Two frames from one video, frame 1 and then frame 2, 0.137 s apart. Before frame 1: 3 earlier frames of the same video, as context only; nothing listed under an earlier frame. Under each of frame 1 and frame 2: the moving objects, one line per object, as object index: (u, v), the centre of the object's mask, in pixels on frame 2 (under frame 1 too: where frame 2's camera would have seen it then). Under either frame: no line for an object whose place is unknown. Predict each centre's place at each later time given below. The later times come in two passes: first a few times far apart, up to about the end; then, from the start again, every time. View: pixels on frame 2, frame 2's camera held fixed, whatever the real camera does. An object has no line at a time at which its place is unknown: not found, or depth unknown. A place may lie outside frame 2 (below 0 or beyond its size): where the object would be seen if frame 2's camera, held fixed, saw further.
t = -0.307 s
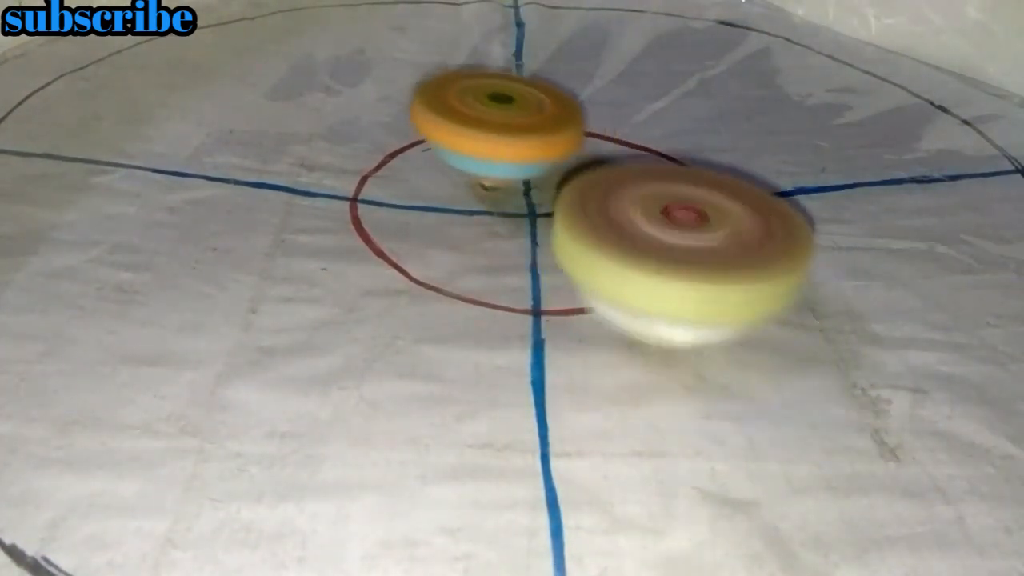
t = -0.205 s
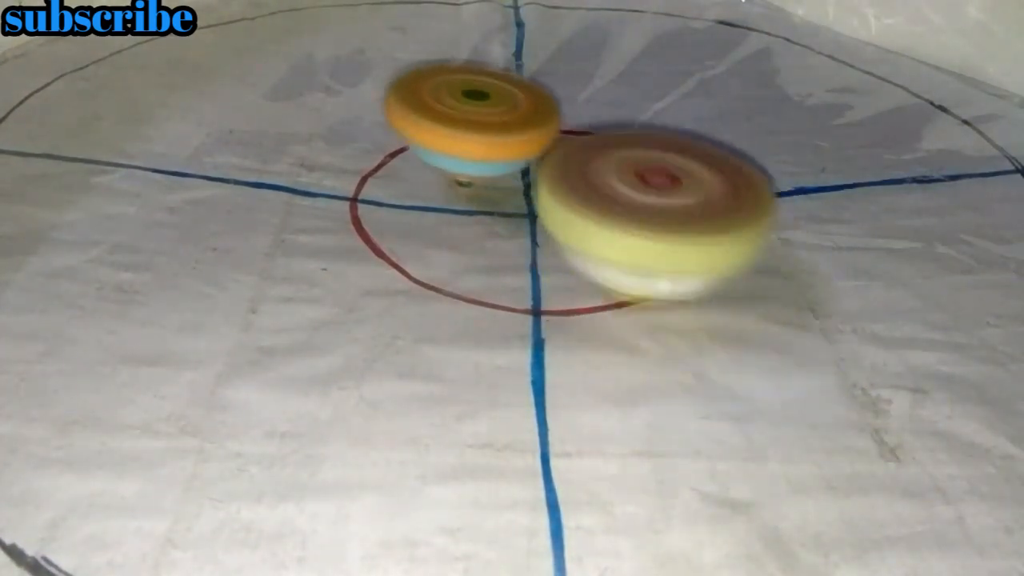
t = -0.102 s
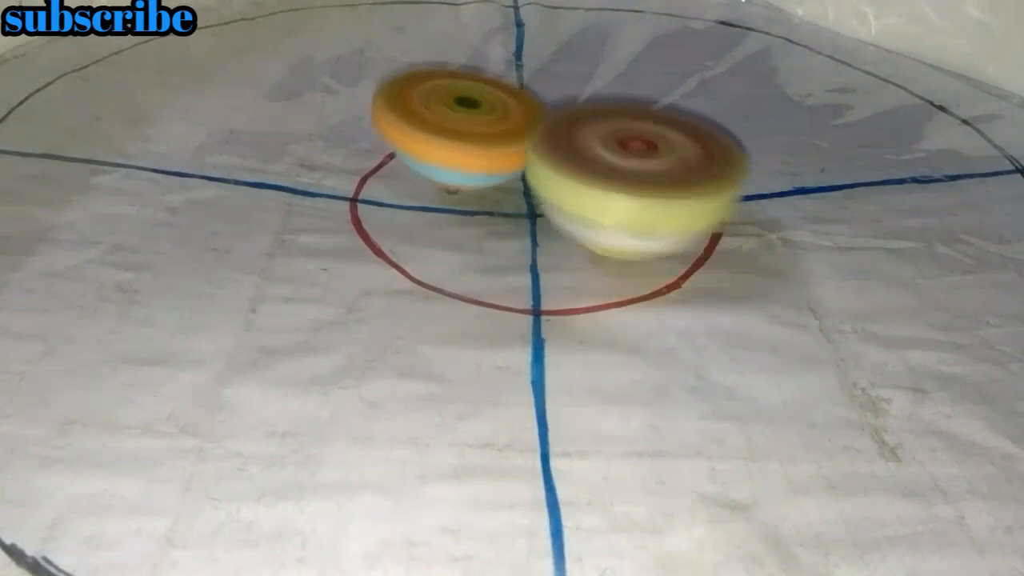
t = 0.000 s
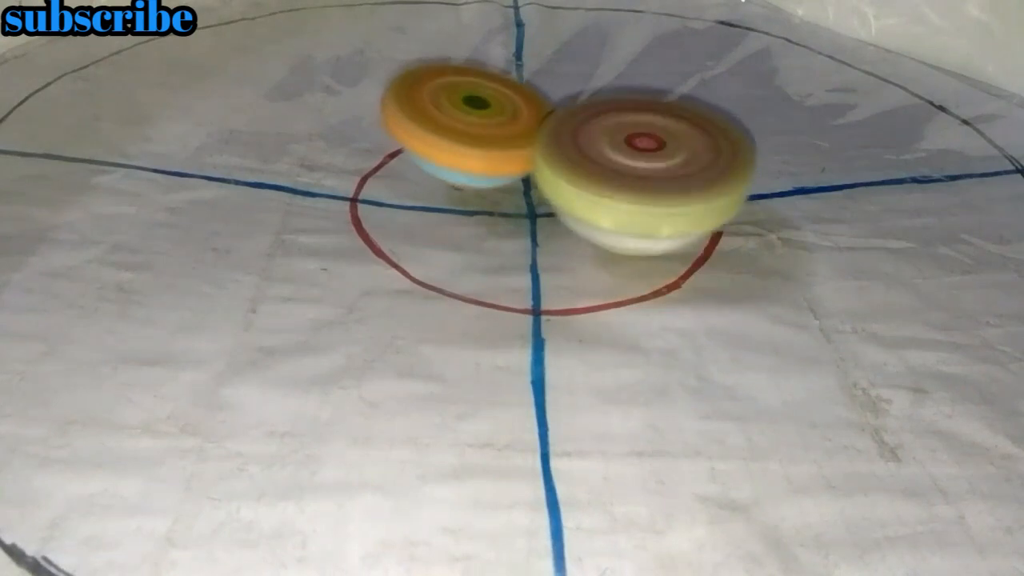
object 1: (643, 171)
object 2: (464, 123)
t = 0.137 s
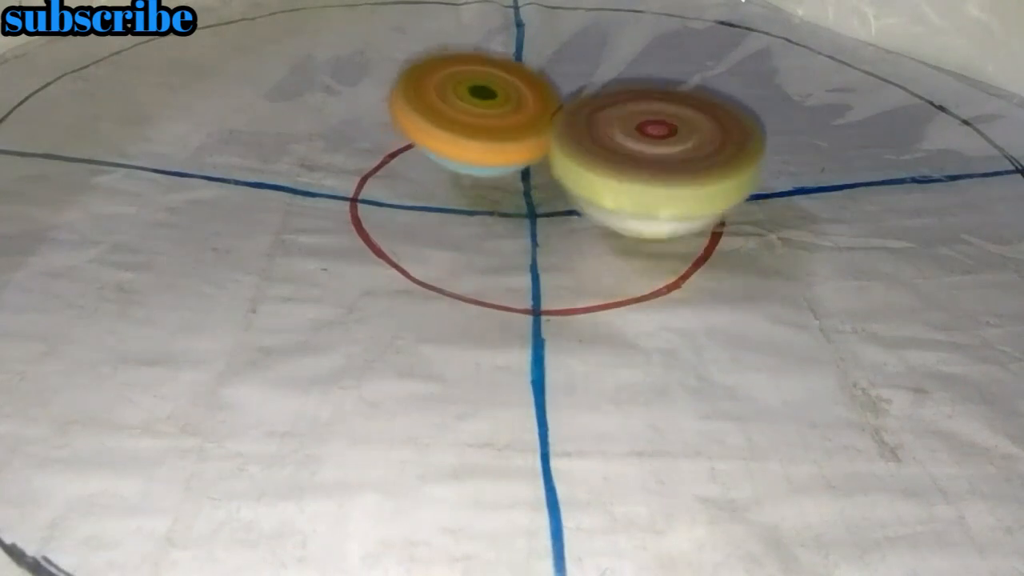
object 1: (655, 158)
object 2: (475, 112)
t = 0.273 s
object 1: (691, 141)
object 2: (481, 99)
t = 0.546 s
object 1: (737, 135)
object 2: (491, 64)
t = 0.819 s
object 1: (857, 170)
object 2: (479, 59)
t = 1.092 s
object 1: (885, 220)
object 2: (535, 82)
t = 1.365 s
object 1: (853, 285)
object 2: (573, 106)
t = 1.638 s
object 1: (772, 319)
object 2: (573, 113)
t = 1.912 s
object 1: (682, 286)
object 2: (545, 127)
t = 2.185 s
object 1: (641, 223)
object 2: (479, 139)
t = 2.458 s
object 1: (656, 184)
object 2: (437, 102)
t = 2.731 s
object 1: (648, 139)
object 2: (468, 96)
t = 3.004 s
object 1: (669, 128)
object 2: (517, 77)
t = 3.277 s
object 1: (739, 156)
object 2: (592, 84)
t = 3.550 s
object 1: (735, 183)
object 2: (616, 107)
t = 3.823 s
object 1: (665, 207)
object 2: (616, 112)
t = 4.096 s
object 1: (552, 202)
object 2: (552, 104)
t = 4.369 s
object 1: (448, 199)
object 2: (590, 89)
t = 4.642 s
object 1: (417, 182)
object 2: (611, 82)
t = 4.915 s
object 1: (497, 167)
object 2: (640, 104)
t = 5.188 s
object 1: (534, 180)
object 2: (658, 111)
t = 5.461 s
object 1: (547, 193)
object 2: (645, 99)
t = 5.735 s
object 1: (553, 179)
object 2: (635, 84)
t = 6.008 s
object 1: (509, 179)
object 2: (654, 81)
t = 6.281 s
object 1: (500, 167)
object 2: (647, 88)
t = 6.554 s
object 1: (536, 158)
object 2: (630, 81)
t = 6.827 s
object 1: (581, 164)
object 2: (604, 59)
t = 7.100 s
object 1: (554, 171)
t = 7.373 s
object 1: (536, 160)
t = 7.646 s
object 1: (534, 174)
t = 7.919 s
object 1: (543, 166)
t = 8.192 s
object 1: (558, 168)
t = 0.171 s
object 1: (661, 154)
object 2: (478, 108)
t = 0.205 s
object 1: (671, 149)
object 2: (480, 106)
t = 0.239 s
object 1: (683, 144)
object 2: (481, 103)
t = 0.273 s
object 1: (691, 141)
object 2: (481, 99)
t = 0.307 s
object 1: (692, 137)
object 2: (482, 96)
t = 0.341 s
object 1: (698, 134)
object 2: (483, 91)
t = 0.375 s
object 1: (705, 134)
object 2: (486, 89)
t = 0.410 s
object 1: (704, 129)
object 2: (493, 89)
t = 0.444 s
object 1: (694, 123)
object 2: (501, 89)
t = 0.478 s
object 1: (685, 117)
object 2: (507, 88)
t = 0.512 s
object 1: (713, 126)
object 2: (498, 75)
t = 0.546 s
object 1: (737, 135)
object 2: (491, 64)
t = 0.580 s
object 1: (754, 140)
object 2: (490, 58)
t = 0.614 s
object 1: (768, 145)
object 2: (487, 55)
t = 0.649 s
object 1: (781, 146)
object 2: (479, 55)
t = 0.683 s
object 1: (798, 149)
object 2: (473, 55)
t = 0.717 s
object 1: (814, 153)
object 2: (468, 55)
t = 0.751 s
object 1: (829, 158)
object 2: (469, 56)
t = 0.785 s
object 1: (844, 164)
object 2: (473, 58)
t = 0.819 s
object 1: (857, 170)
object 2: (479, 59)
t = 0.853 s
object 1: (869, 176)
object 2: (486, 61)
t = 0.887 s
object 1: (876, 182)
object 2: (493, 64)
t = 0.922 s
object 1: (883, 188)
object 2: (501, 68)
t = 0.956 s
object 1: (889, 194)
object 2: (509, 72)
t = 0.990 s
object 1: (891, 200)
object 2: (519, 76)
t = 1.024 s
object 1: (891, 206)
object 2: (525, 76)
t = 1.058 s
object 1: (888, 212)
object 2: (530, 77)
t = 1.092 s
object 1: (885, 220)
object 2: (535, 82)
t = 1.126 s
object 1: (880, 227)
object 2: (541, 91)
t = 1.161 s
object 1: (879, 234)
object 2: (549, 98)
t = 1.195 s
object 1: (880, 243)
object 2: (556, 103)
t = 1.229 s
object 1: (878, 252)
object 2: (562, 104)
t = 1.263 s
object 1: (874, 258)
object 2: (566, 106)
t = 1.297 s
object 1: (869, 267)
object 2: (569, 106)
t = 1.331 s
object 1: (863, 277)
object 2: (571, 106)
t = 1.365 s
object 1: (853, 285)
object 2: (573, 106)
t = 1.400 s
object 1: (840, 291)
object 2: (576, 106)
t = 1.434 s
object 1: (823, 296)
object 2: (578, 107)
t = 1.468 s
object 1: (809, 301)
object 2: (578, 108)
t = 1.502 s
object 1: (799, 306)
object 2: (576, 109)
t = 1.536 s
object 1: (792, 312)
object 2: (576, 109)
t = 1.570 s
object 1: (788, 317)
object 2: (575, 110)
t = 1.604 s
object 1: (777, 318)
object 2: (574, 111)
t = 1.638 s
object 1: (772, 319)
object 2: (573, 113)
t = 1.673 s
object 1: (768, 322)
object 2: (572, 114)
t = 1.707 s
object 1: (757, 322)
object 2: (571, 115)
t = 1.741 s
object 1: (742, 318)
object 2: (568, 117)
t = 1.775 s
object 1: (730, 313)
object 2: (565, 119)
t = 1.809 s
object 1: (719, 309)
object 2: (561, 121)
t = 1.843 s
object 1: (702, 301)
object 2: (558, 123)
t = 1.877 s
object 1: (691, 294)
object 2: (553, 125)
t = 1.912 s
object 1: (682, 286)
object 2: (545, 127)
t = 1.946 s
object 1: (673, 279)
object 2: (539, 129)
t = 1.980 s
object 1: (666, 270)
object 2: (534, 131)
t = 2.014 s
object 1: (658, 261)
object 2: (530, 133)
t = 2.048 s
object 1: (653, 252)
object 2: (525, 135)
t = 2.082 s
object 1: (650, 242)
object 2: (516, 138)
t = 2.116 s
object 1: (643, 231)
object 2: (503, 141)
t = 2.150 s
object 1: (634, 221)
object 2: (488, 143)
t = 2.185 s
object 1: (641, 223)
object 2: (479, 139)
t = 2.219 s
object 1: (643, 224)
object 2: (469, 134)
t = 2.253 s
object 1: (645, 220)
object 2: (451, 116)
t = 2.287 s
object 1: (649, 214)
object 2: (443, 111)
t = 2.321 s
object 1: (650, 209)
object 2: (439, 108)
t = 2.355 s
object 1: (651, 202)
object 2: (438, 107)
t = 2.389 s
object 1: (652, 195)
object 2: (438, 106)
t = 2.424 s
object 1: (654, 190)
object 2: (437, 104)
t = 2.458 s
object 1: (656, 184)
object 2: (437, 102)
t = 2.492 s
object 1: (656, 178)
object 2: (438, 100)
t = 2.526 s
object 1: (654, 171)
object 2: (438, 99)
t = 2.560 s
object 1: (651, 165)
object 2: (440, 98)
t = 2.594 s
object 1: (646, 160)
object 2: (443, 97)
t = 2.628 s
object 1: (644, 155)
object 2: (448, 97)
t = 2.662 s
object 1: (646, 149)
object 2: (455, 97)
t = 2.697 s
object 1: (651, 143)
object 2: (461, 97)
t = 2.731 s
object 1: (648, 139)
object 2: (468, 96)
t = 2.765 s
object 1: (644, 134)
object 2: (473, 96)
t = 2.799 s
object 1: (643, 130)
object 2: (476, 95)
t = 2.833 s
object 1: (644, 127)
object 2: (477, 91)
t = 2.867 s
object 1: (645, 126)
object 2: (483, 87)
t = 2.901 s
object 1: (648, 125)
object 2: (488, 83)
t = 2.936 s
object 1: (653, 126)
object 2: (496, 81)
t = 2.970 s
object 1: (662, 126)
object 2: (508, 80)
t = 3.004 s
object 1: (669, 128)
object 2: (517, 77)
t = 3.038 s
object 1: (673, 130)
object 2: (526, 75)
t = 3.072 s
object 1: (680, 133)
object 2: (538, 74)
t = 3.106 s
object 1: (689, 135)
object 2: (551, 76)
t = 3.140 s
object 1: (699, 142)
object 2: (563, 76)
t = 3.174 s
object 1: (706, 148)
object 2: (572, 77)
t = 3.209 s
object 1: (715, 151)
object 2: (579, 78)
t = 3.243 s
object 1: (727, 154)
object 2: (585, 81)
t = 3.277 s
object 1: (739, 156)
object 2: (592, 84)
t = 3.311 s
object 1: (752, 157)
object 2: (596, 88)
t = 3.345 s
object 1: (762, 158)
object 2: (599, 92)
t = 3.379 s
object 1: (759, 163)
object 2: (601, 97)
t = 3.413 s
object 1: (750, 169)
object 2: (603, 99)
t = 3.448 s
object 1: (746, 173)
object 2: (606, 102)
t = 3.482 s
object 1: (744, 177)
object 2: (609, 104)
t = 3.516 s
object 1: (740, 179)
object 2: (613, 105)
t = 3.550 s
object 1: (735, 183)
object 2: (616, 107)
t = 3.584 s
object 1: (728, 186)
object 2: (620, 108)
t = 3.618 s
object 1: (721, 189)
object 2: (624, 109)
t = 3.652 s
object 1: (711, 193)
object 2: (629, 107)
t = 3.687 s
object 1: (703, 197)
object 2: (634, 107)
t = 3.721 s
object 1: (694, 201)
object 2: (634, 107)
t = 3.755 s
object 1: (686, 204)
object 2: (629, 110)
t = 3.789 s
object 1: (676, 206)
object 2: (623, 111)
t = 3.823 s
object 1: (665, 207)
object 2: (616, 112)
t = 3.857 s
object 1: (649, 208)
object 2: (606, 113)
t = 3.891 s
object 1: (633, 210)
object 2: (598, 114)
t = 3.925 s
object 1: (619, 210)
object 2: (593, 113)
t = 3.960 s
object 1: (607, 210)
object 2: (585, 112)
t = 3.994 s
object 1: (592, 209)
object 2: (578, 110)
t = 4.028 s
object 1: (578, 208)
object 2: (568, 108)
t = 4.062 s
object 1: (564, 205)
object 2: (559, 105)
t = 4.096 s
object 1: (552, 202)
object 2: (552, 104)
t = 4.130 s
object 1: (542, 200)
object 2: (549, 101)
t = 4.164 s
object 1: (531, 196)
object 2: (545, 99)
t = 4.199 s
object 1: (523, 192)
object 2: (543, 96)
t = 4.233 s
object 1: (515, 188)
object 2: (542, 95)
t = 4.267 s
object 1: (490, 196)
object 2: (558, 96)
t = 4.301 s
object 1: (470, 199)
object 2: (571, 94)
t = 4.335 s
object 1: (458, 200)
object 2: (582, 90)
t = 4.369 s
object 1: (448, 199)
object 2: (590, 89)
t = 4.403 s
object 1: (442, 197)
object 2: (595, 87)
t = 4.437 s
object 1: (433, 196)
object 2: (597, 85)
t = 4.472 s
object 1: (425, 193)
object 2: (599, 84)
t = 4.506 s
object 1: (421, 190)
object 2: (600, 82)
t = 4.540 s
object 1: (416, 188)
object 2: (601, 81)
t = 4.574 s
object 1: (413, 184)
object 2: (603, 81)
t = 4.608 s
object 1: (415, 182)
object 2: (607, 81)
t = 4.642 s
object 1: (417, 182)
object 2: (611, 82)
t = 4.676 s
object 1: (421, 181)
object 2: (615, 83)
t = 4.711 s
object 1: (429, 178)
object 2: (619, 84)
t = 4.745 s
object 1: (438, 175)
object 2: (622, 89)
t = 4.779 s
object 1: (449, 174)
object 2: (625, 91)
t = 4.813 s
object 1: (461, 171)
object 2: (629, 94)
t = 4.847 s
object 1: (473, 170)
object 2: (633, 97)
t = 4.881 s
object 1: (486, 169)
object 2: (637, 100)
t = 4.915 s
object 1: (497, 167)
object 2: (640, 104)
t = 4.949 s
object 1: (510, 167)
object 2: (644, 107)
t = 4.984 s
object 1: (506, 168)
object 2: (652, 112)
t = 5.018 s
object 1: (508, 167)
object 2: (656, 111)
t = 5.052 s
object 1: (518, 170)
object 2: (659, 113)
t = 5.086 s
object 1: (527, 172)
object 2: (662, 113)
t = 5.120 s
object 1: (535, 174)
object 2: (665, 113)
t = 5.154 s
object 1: (533, 178)
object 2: (661, 112)
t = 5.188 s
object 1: (534, 180)
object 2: (658, 111)
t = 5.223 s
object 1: (541, 182)
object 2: (658, 108)
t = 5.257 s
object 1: (544, 185)
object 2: (655, 106)
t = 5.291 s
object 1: (546, 187)
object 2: (652, 105)
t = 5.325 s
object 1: (546, 190)
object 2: (648, 104)
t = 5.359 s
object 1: (547, 192)
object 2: (646, 103)
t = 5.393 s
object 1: (548, 194)
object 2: (644, 101)
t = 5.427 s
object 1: (547, 193)
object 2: (644, 100)
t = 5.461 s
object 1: (547, 193)
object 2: (645, 99)
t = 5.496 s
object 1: (548, 192)
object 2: (646, 99)
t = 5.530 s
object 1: (549, 192)
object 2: (647, 97)
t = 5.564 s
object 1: (546, 191)
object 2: (646, 95)
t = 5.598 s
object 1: (547, 189)
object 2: (645, 93)
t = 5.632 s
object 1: (547, 188)
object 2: (644, 91)
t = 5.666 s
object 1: (549, 185)
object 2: (640, 89)
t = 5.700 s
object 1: (550, 182)
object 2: (638, 86)
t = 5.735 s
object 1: (553, 179)
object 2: (635, 84)
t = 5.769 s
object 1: (553, 175)
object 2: (631, 82)
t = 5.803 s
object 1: (557, 172)
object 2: (629, 81)
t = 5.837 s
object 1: (559, 170)
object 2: (629, 80)
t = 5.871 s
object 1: (561, 165)
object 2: (629, 79)
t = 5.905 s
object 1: (558, 164)
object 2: (630, 78)
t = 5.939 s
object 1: (533, 173)
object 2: (638, 79)
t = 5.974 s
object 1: (517, 177)
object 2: (648, 79)
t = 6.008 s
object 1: (509, 179)
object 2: (654, 81)
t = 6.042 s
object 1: (506, 181)
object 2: (654, 83)
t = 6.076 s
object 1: (511, 174)
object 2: (650, 84)
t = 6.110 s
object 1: (506, 178)
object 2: (648, 82)
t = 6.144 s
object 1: (500, 176)
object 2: (648, 82)
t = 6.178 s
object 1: (495, 173)
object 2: (651, 82)
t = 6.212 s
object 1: (495, 172)
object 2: (654, 83)
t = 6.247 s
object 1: (498, 169)
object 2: (651, 86)
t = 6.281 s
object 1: (500, 167)
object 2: (647, 88)
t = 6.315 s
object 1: (502, 165)
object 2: (644, 91)
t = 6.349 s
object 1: (503, 161)
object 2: (642, 92)
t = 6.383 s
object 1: (510, 159)
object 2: (640, 92)
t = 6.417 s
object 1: (518, 159)
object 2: (638, 91)
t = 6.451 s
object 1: (524, 160)
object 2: (637, 89)
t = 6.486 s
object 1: (527, 160)
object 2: (633, 87)
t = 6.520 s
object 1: (531, 158)
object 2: (632, 84)
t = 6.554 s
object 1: (536, 158)
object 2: (630, 81)
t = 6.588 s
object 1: (542, 155)
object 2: (631, 78)
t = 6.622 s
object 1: (550, 157)
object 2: (627, 72)
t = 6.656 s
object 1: (557, 157)
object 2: (623, 66)
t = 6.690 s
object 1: (564, 158)
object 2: (618, 62)
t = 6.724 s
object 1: (568, 159)
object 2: (612, 59)
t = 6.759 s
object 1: (575, 160)
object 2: (610, 59)
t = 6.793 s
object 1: (578, 162)
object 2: (606, 59)
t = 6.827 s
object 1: (581, 164)
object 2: (604, 59)
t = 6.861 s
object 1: (582, 166)
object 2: (600, 62)
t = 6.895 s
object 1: (579, 169)
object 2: (601, 65)
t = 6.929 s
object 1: (576, 171)
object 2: (600, 68)
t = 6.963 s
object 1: (572, 173)
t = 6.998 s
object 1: (570, 173)
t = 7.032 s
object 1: (564, 173)
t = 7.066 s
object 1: (558, 174)
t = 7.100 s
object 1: (554, 171)
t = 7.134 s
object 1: (549, 169)
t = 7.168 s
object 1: (548, 167)
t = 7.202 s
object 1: (545, 168)
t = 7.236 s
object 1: (544, 166)
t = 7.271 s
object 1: (542, 163)
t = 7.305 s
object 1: (540, 159)
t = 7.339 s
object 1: (544, 156)
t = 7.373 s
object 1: (536, 160)
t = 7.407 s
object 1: (519, 165)
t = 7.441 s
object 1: (508, 169)
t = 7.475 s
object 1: (506, 172)
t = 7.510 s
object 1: (510, 174)
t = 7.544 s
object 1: (518, 162)
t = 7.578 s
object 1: (527, 169)
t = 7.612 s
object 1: (530, 178)
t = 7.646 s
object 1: (534, 174)
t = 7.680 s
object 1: (528, 173)
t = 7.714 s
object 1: (525, 169)
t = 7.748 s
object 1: (524, 166)
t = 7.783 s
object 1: (525, 162)
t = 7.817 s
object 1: (533, 159)
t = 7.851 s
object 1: (539, 160)
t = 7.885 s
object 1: (543, 162)
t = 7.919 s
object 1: (543, 166)
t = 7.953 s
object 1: (540, 167)
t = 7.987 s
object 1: (533, 171)
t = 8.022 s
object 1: (534, 170)
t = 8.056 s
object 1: (536, 172)
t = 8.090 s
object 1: (541, 162)
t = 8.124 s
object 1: (549, 161)
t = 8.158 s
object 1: (553, 166)
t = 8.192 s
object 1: (558, 168)
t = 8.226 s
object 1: (560, 167)
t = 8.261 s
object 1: (560, 171)
